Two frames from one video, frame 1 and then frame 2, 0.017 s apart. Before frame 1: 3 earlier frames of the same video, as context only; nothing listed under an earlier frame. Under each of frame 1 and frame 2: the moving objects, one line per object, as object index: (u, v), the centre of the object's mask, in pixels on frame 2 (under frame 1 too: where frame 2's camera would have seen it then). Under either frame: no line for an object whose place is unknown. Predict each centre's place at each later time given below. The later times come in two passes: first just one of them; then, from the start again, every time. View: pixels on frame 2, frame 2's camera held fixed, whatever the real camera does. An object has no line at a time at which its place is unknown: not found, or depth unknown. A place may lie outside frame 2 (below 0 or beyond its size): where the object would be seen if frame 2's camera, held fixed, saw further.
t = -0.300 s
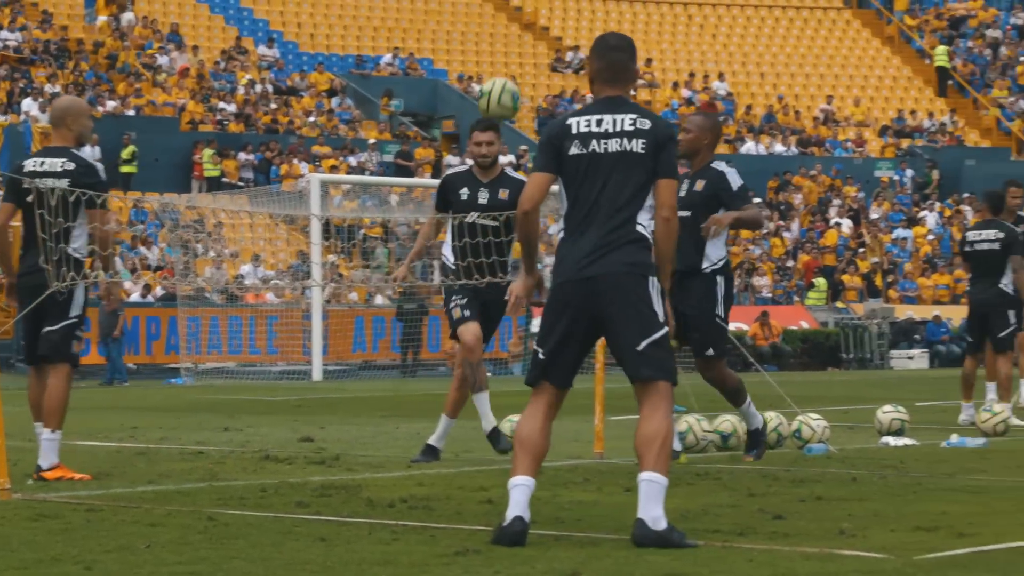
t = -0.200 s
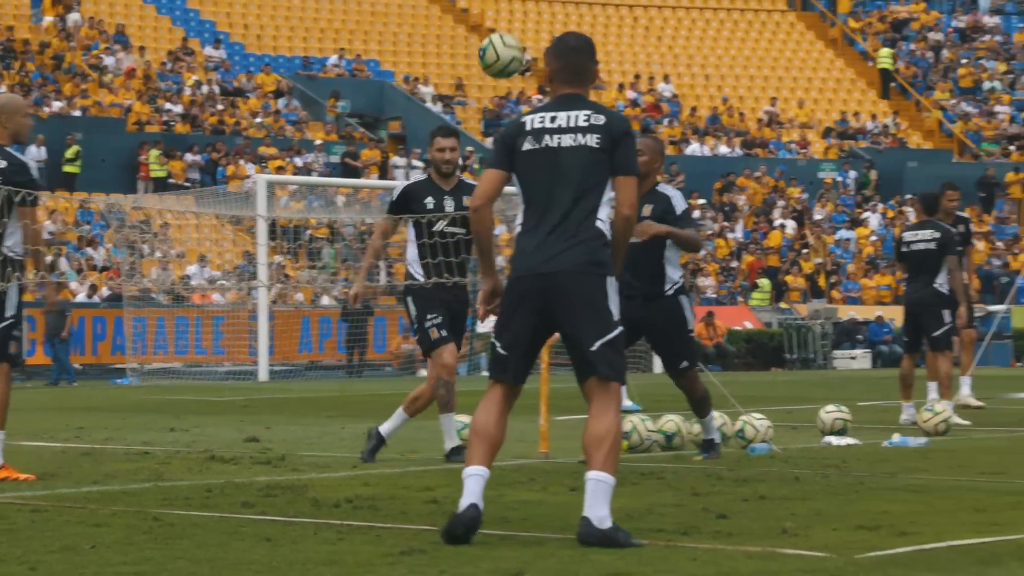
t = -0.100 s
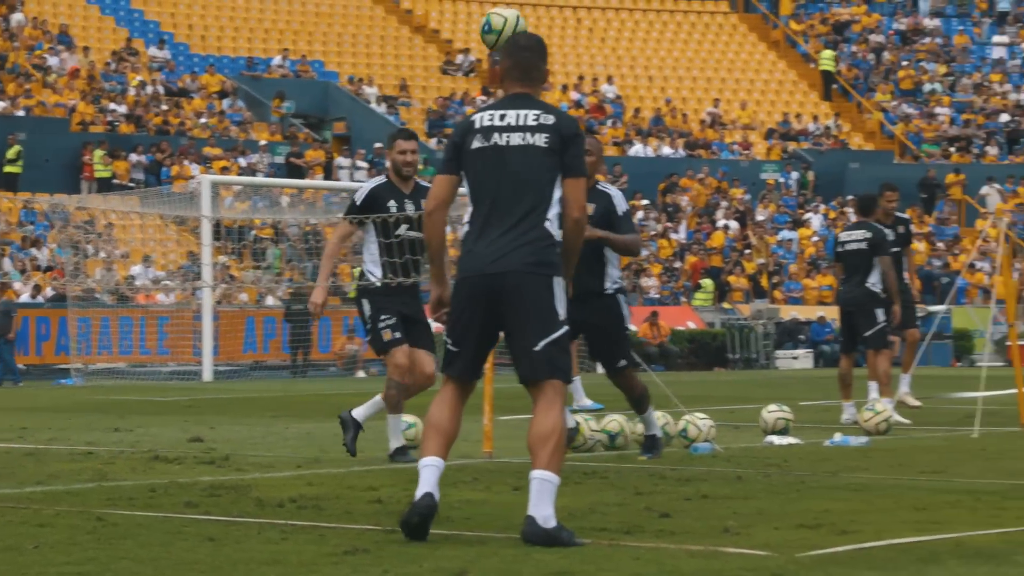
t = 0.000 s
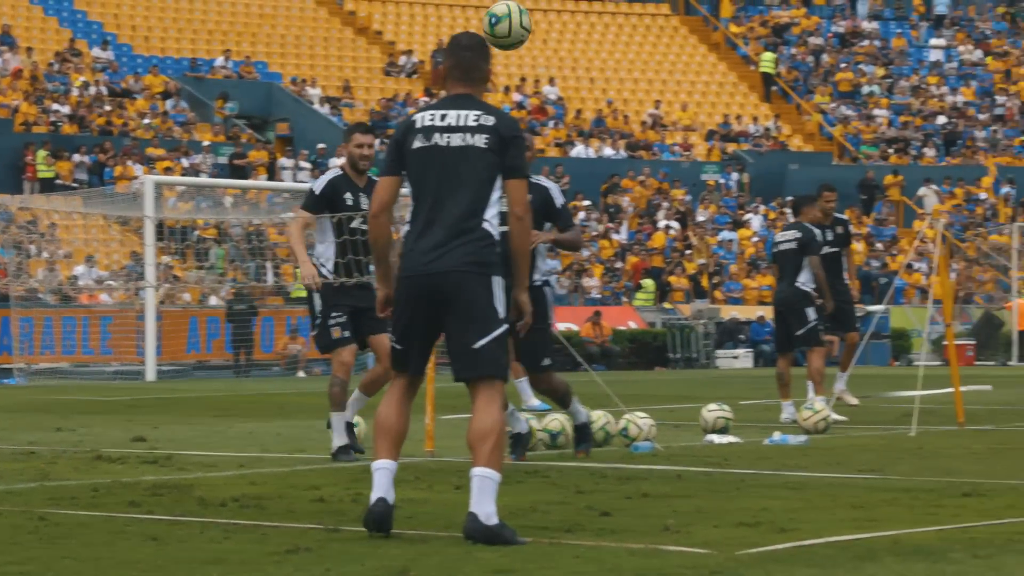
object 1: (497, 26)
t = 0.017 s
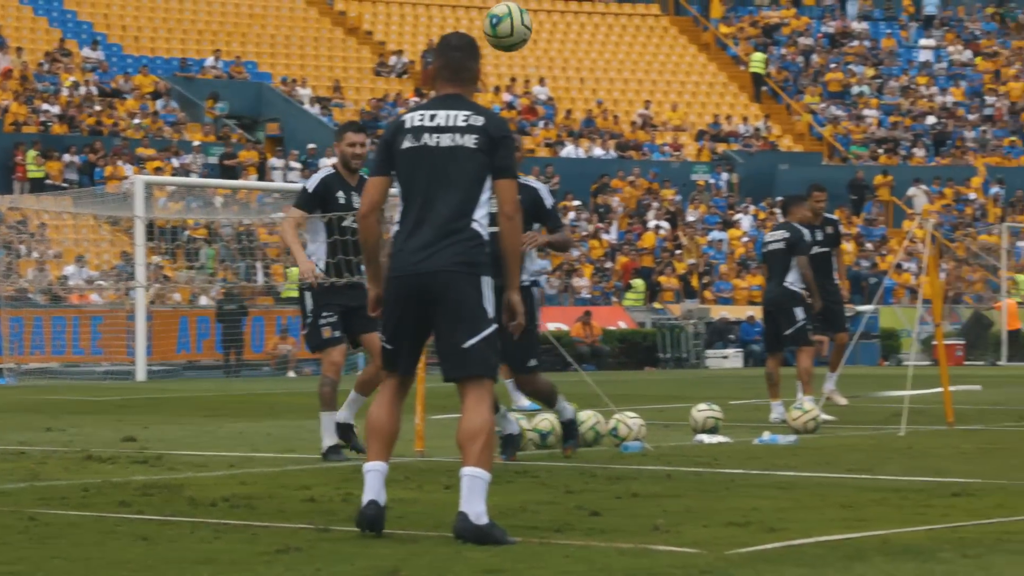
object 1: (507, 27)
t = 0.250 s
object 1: (665, 119)
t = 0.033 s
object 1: (518, 28)
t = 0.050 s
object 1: (529, 31)
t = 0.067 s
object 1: (539, 34)
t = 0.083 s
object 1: (550, 38)
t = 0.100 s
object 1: (561, 42)
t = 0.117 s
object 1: (572, 48)
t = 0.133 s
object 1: (583, 54)
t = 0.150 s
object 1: (594, 61)
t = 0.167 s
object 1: (606, 68)
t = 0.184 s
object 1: (617, 77)
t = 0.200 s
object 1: (629, 86)
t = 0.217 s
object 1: (641, 96)
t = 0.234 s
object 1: (653, 107)
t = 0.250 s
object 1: (665, 119)
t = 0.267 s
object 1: (678, 131)
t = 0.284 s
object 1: (691, 143)
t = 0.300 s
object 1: (704, 155)
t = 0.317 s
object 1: (716, 171)
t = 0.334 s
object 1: (729, 186)
